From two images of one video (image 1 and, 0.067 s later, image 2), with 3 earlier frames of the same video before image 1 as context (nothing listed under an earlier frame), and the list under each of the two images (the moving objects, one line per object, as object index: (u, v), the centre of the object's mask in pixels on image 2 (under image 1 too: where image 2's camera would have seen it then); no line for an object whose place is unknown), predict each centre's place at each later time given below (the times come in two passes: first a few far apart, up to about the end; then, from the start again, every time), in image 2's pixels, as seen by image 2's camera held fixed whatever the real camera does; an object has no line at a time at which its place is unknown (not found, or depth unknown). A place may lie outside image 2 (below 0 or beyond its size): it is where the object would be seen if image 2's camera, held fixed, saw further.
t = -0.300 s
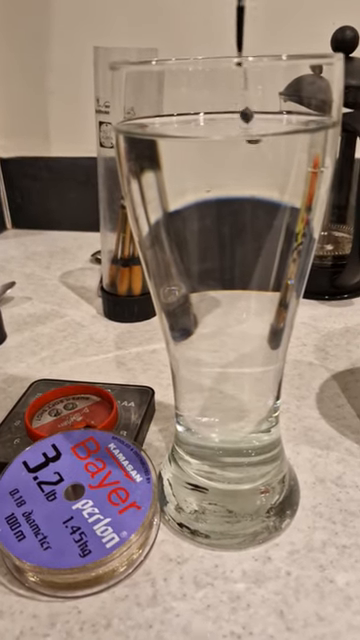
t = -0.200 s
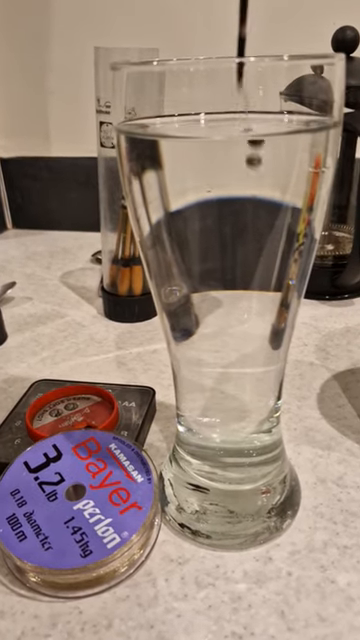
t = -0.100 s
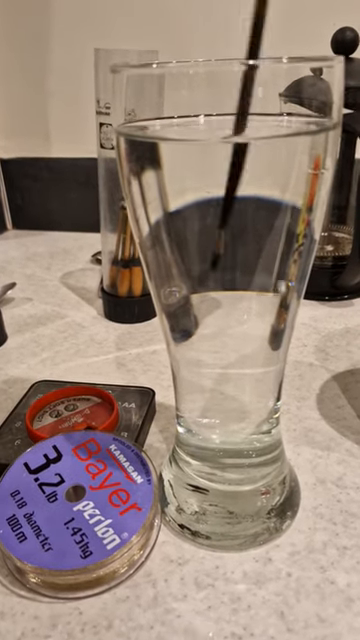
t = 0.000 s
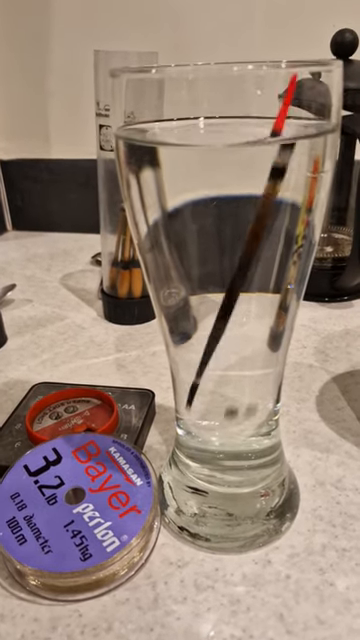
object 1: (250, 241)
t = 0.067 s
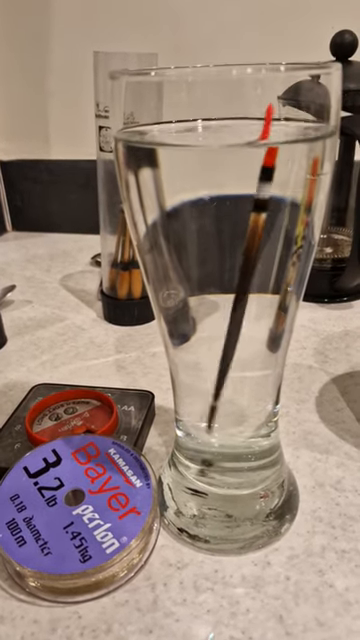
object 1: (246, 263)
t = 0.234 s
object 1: (244, 257)
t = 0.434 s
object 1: (235, 232)
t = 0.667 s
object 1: (230, 245)
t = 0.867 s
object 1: (231, 244)
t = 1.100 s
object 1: (229, 241)
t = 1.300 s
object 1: (226, 244)
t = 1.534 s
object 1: (222, 243)
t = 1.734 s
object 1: (221, 244)
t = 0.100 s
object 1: (245, 274)
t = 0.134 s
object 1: (243, 279)
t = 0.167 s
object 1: (242, 277)
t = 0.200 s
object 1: (242, 276)
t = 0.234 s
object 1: (244, 257)
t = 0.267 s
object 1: (243, 251)
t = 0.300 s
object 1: (242, 246)
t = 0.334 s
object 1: (240, 242)
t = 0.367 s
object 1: (238, 240)
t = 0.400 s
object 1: (236, 236)
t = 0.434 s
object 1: (235, 232)
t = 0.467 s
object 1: (233, 232)
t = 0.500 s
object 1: (232, 232)
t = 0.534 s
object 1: (231, 234)
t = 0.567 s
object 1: (231, 239)
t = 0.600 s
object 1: (230, 239)
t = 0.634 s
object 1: (230, 243)
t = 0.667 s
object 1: (230, 245)
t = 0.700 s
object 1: (230, 246)
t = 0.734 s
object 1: (230, 247)
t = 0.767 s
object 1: (231, 246)
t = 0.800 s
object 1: (231, 246)
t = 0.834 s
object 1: (231, 245)
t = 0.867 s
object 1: (231, 244)
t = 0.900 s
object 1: (231, 243)
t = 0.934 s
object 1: (231, 243)
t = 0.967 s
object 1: (231, 242)
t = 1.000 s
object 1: (230, 242)
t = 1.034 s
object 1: (230, 241)
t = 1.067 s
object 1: (229, 242)
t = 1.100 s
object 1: (229, 241)
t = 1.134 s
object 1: (228, 241)
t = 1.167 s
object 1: (228, 241)
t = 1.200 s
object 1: (227, 242)
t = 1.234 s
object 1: (227, 243)
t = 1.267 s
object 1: (226, 244)
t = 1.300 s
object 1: (226, 244)
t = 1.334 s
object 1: (225, 244)
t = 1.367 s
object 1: (224, 244)
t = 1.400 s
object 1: (224, 244)
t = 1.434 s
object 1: (224, 243)
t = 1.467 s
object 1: (223, 243)
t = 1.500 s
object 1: (223, 243)
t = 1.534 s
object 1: (222, 243)
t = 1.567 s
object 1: (222, 243)
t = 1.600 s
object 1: (222, 242)
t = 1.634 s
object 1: (222, 243)
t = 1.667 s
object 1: (222, 244)
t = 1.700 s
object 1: (222, 243)
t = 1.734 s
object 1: (221, 244)
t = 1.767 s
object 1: (221, 243)
